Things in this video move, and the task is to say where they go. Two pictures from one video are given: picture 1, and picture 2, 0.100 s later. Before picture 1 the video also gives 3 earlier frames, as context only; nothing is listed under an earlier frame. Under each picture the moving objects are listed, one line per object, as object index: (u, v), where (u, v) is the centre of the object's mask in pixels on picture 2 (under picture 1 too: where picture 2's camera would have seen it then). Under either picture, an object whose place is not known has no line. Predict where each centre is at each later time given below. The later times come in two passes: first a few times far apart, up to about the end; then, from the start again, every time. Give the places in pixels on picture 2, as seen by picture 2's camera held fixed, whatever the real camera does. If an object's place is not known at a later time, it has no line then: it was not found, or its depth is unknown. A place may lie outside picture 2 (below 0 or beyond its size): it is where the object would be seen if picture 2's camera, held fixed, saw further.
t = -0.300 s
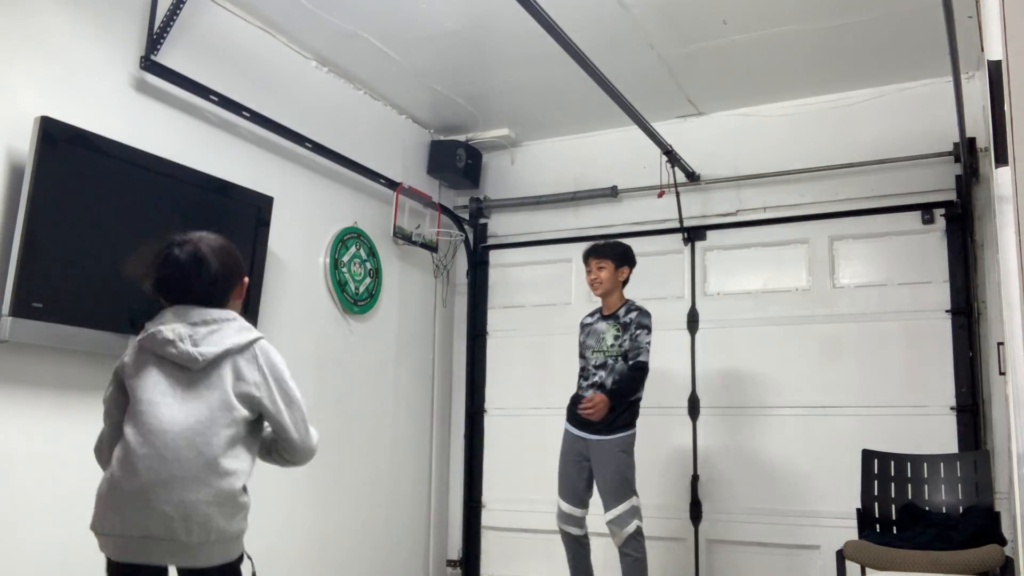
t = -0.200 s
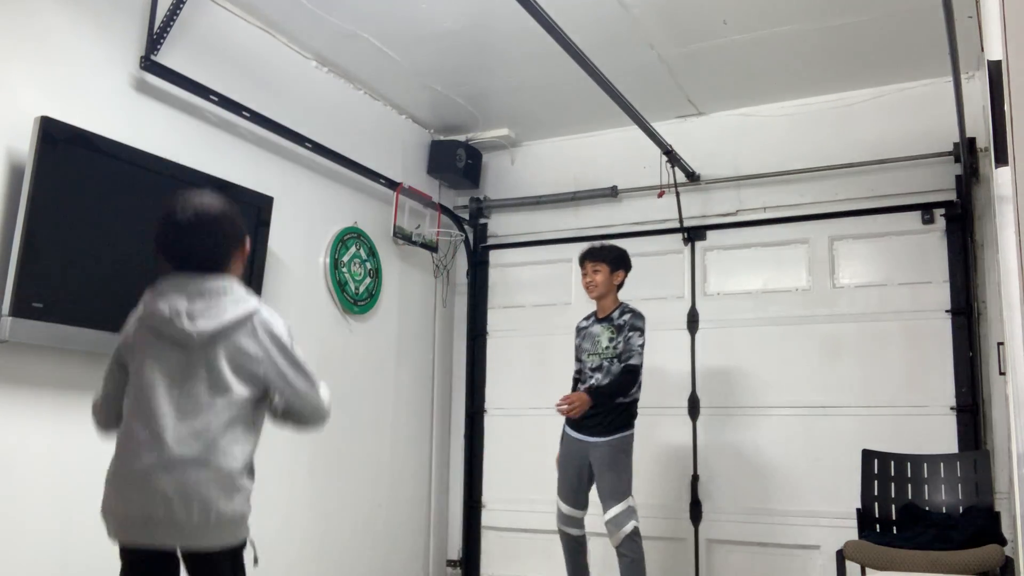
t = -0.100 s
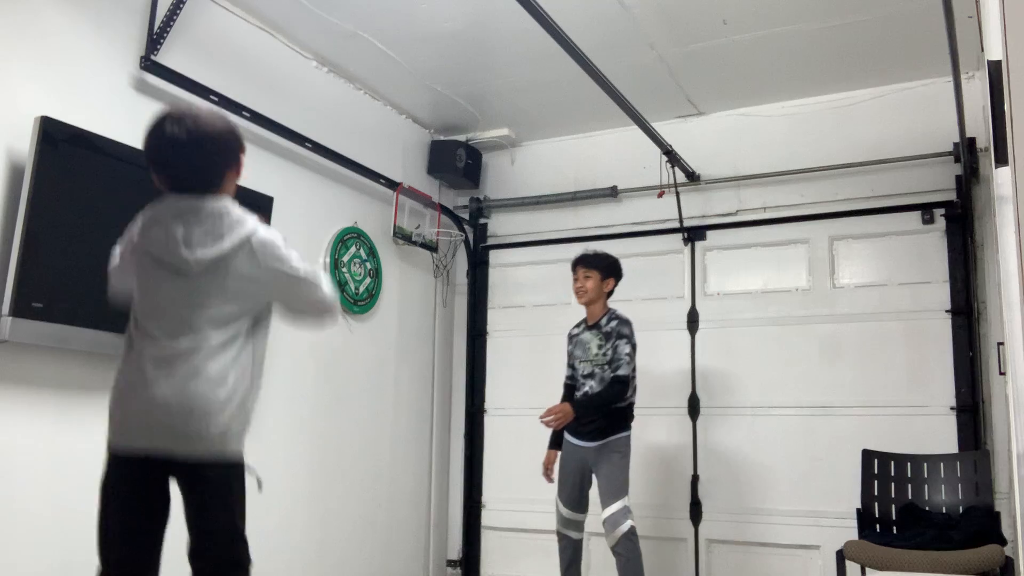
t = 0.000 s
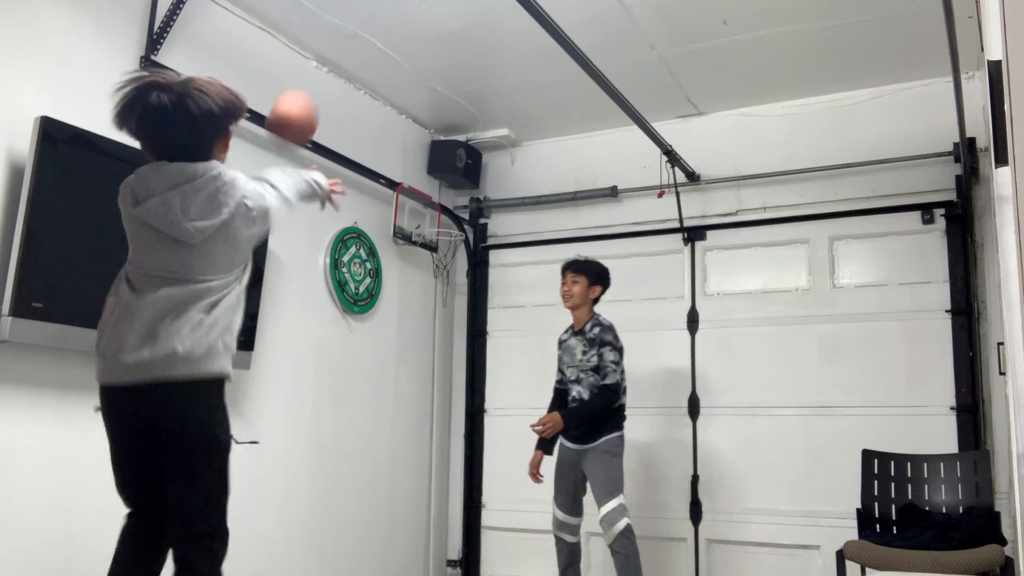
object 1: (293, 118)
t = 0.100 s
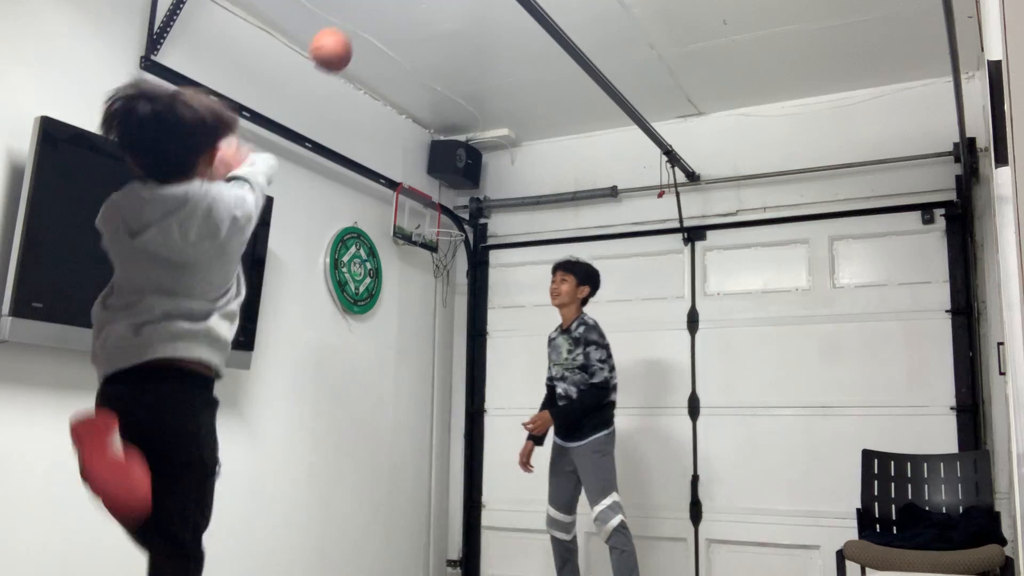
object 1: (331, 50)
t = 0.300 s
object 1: (372, 27)
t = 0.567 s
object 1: (397, 116)
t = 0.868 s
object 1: (418, 145)
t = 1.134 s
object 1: (455, 199)
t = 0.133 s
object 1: (340, 38)
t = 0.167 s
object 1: (349, 29)
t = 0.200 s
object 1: (356, 25)
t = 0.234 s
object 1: (362, 23)
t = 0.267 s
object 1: (367, 24)
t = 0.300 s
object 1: (372, 27)
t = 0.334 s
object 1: (376, 32)
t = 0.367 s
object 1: (380, 39)
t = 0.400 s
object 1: (384, 49)
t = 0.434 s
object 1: (387, 59)
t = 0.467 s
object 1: (390, 72)
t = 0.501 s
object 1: (392, 86)
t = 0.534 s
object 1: (395, 101)
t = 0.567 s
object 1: (397, 116)
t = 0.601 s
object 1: (398, 134)
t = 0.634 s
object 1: (400, 152)
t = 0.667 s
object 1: (401, 171)
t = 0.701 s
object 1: (403, 165)
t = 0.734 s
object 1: (405, 157)
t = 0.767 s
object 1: (407, 152)
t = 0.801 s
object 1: (408, 149)
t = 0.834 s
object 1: (413, 146)
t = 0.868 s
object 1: (418, 145)
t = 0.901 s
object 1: (424, 146)
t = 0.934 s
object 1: (429, 149)
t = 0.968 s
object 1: (433, 153)
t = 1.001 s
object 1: (437, 159)
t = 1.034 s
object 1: (442, 167)
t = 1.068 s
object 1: (447, 176)
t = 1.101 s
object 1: (451, 186)
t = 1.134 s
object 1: (455, 199)
